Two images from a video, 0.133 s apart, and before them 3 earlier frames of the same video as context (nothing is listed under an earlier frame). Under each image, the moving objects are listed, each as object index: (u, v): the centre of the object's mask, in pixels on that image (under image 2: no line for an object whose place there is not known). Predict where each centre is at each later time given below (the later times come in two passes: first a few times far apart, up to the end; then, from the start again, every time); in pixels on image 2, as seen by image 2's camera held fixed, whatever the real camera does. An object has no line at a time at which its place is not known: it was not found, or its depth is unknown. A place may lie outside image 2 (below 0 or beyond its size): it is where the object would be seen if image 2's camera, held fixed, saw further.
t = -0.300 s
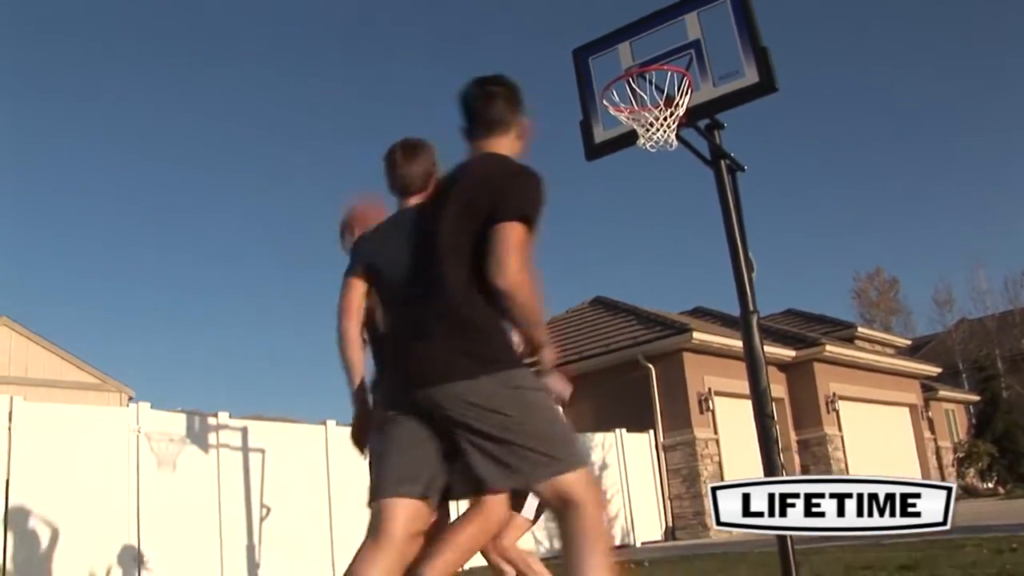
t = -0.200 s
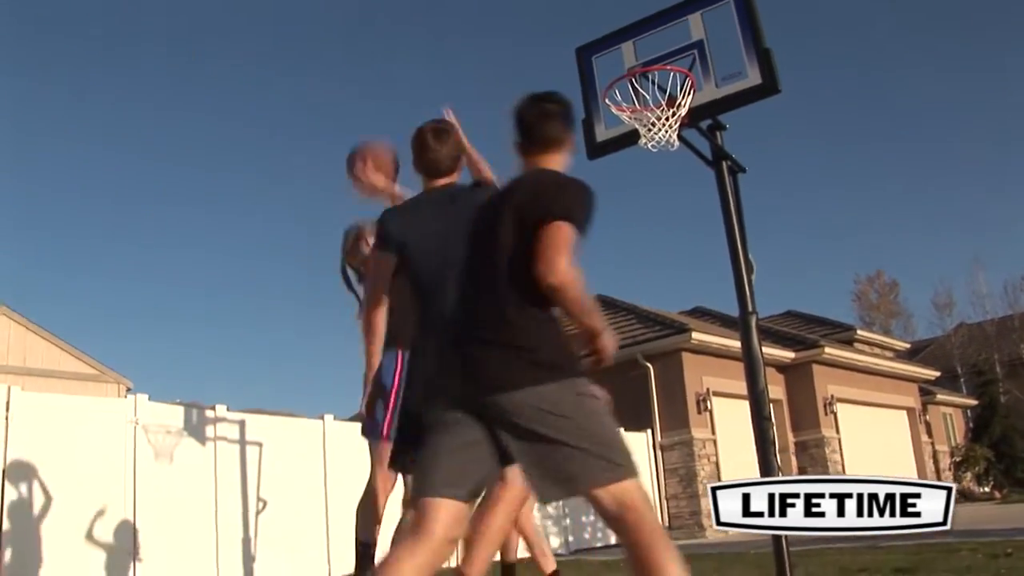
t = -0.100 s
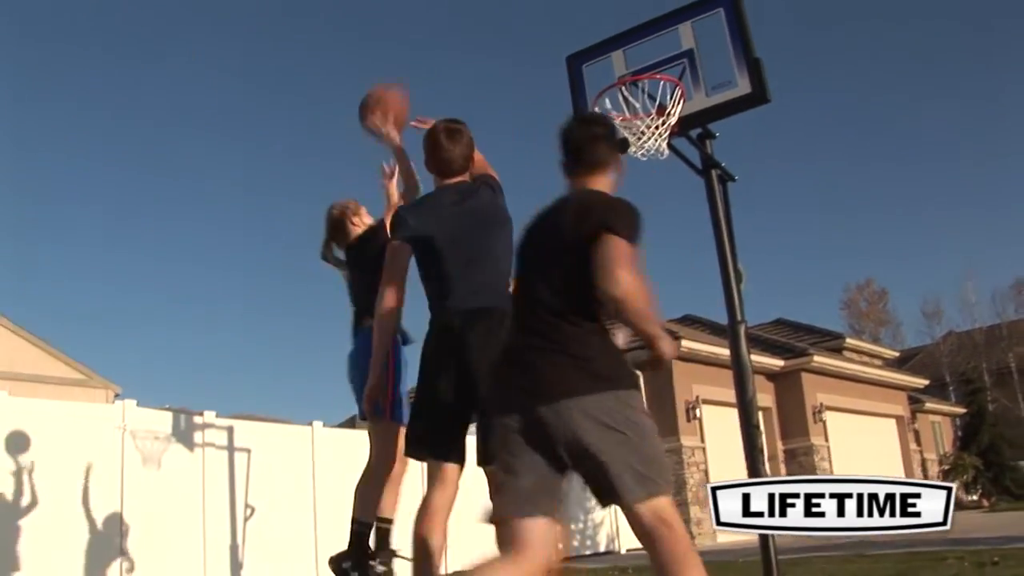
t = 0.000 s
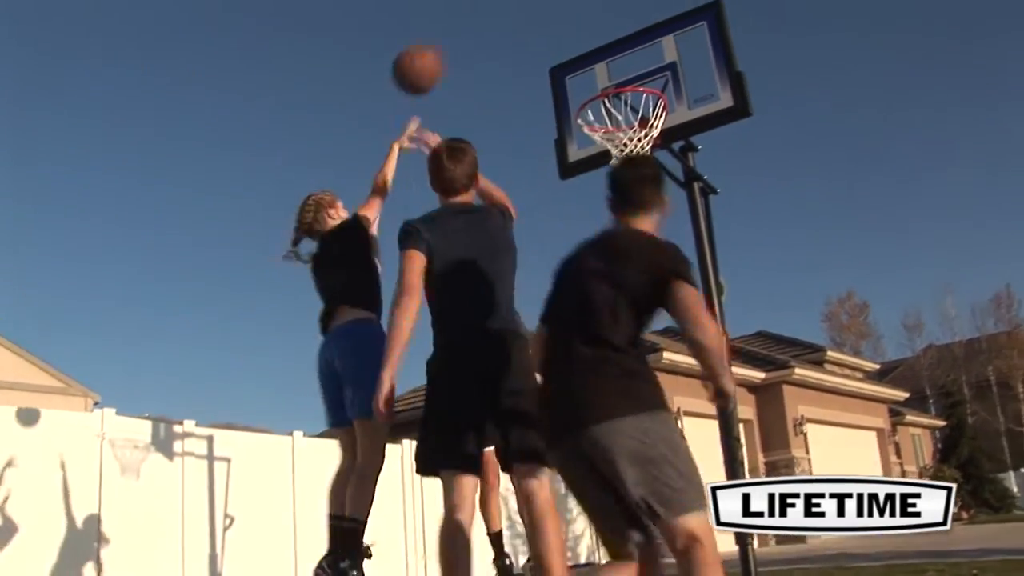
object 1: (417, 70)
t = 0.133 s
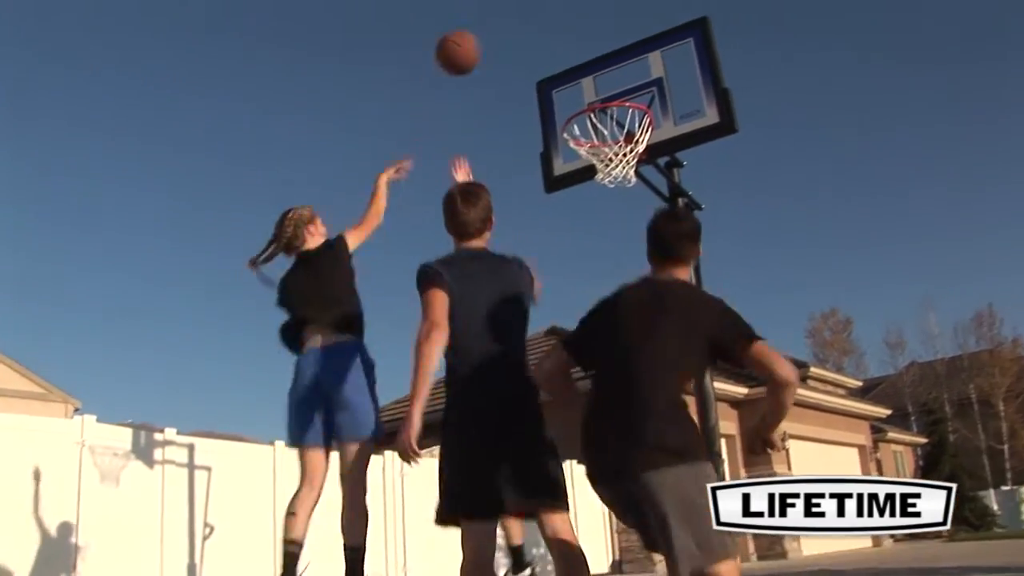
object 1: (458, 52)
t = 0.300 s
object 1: (515, 47)
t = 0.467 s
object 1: (576, 73)
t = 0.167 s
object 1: (467, 50)
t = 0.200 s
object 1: (481, 48)
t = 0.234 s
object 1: (495, 47)
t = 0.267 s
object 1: (509, 47)
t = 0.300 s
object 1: (515, 47)
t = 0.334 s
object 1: (528, 50)
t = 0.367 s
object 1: (541, 54)
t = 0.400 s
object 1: (556, 59)
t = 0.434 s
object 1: (563, 64)
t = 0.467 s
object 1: (576, 73)
